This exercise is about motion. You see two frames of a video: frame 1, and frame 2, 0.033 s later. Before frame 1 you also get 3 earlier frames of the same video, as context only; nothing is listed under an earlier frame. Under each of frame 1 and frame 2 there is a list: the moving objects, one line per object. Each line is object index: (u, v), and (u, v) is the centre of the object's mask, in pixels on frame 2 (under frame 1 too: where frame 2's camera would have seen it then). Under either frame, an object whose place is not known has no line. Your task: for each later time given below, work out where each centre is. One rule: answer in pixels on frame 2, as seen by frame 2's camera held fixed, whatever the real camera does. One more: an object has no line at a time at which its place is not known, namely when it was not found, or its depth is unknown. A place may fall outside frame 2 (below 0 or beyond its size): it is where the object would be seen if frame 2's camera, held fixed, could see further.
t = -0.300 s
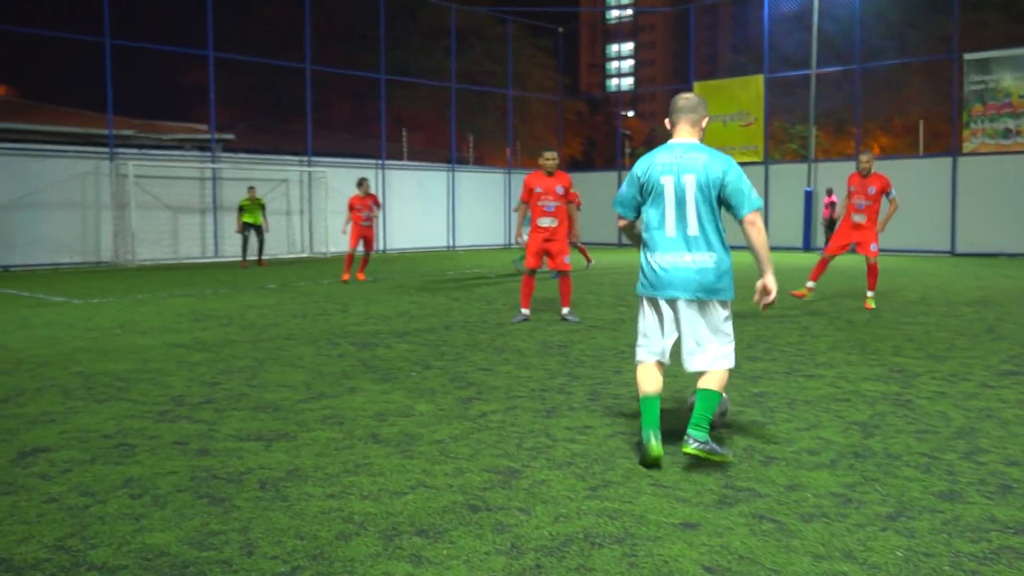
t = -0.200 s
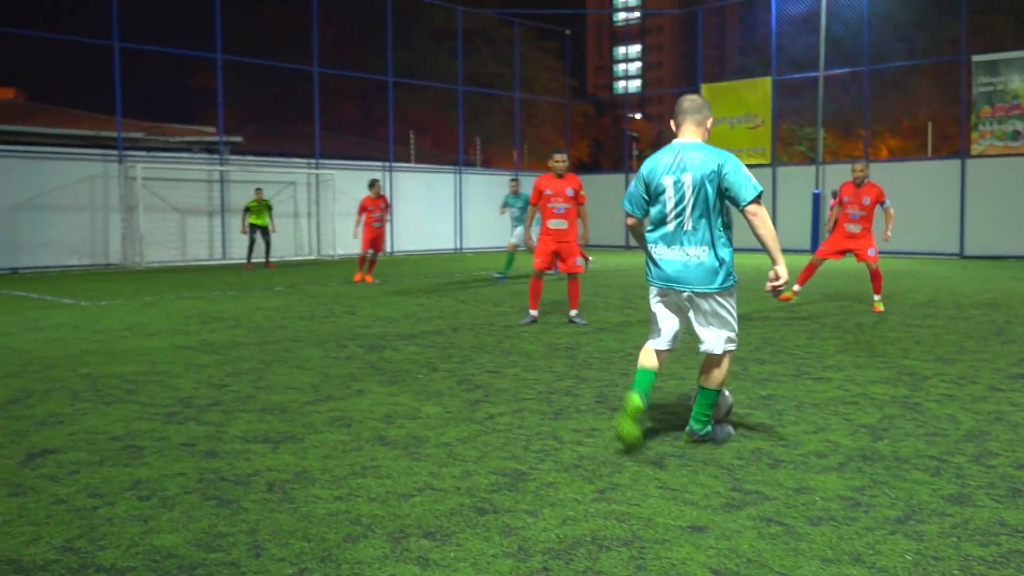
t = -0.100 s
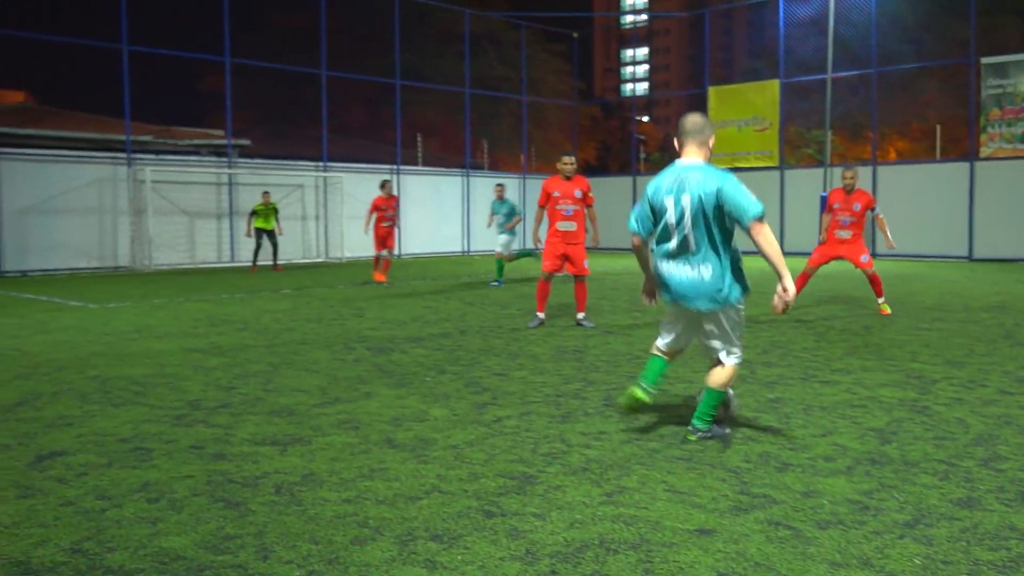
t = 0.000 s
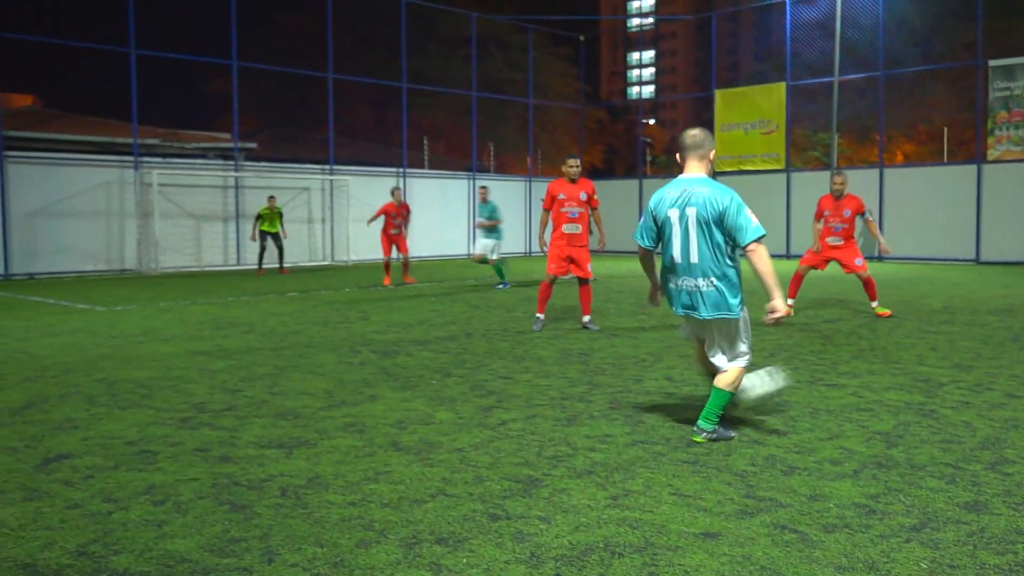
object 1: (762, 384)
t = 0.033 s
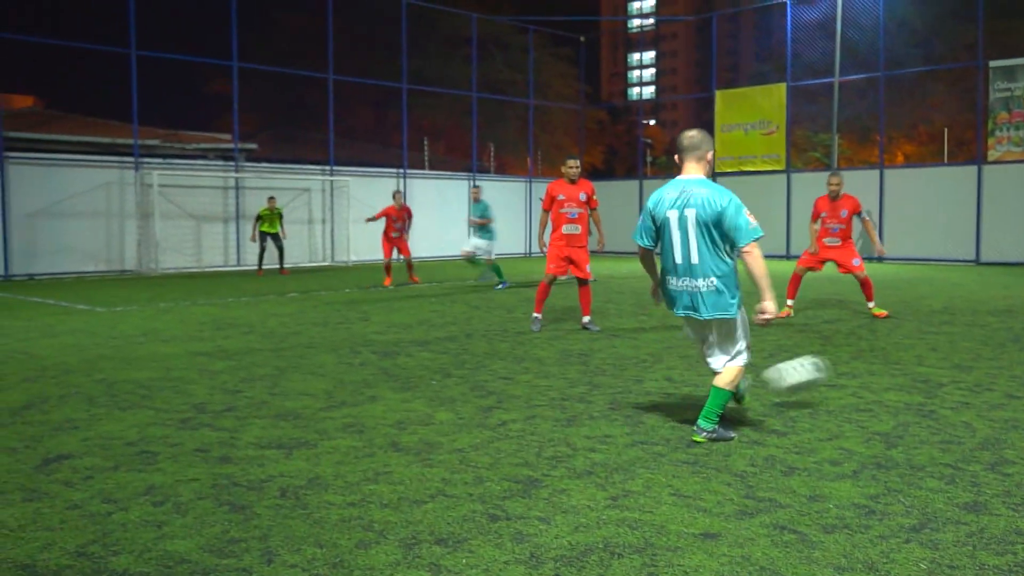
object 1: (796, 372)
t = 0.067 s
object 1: (832, 363)
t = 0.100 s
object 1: (869, 355)
